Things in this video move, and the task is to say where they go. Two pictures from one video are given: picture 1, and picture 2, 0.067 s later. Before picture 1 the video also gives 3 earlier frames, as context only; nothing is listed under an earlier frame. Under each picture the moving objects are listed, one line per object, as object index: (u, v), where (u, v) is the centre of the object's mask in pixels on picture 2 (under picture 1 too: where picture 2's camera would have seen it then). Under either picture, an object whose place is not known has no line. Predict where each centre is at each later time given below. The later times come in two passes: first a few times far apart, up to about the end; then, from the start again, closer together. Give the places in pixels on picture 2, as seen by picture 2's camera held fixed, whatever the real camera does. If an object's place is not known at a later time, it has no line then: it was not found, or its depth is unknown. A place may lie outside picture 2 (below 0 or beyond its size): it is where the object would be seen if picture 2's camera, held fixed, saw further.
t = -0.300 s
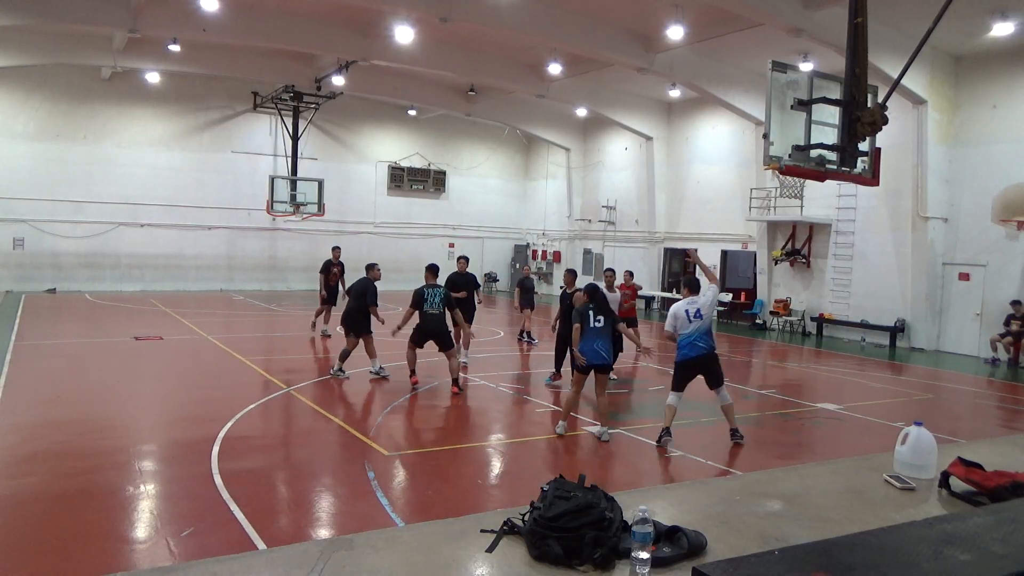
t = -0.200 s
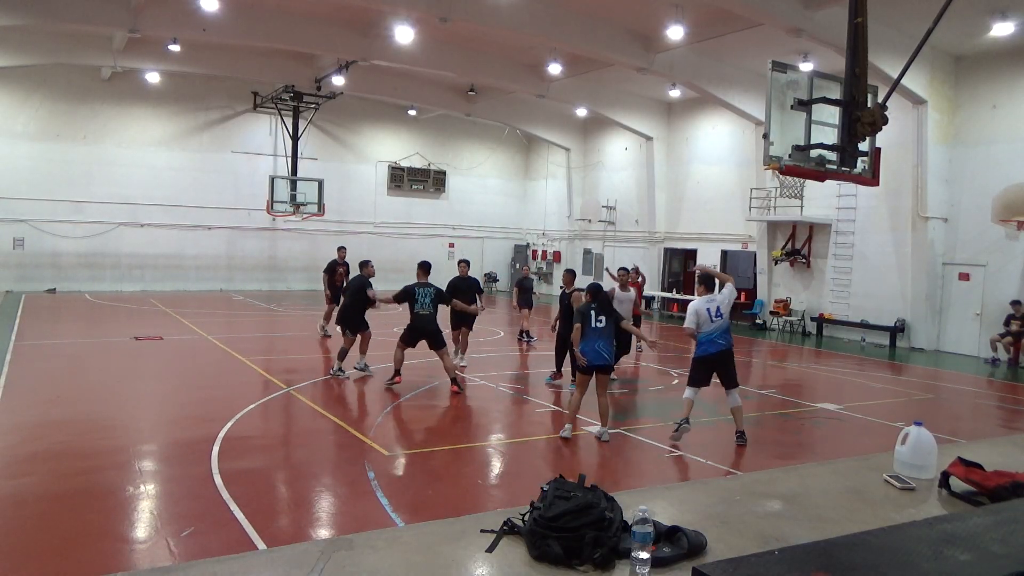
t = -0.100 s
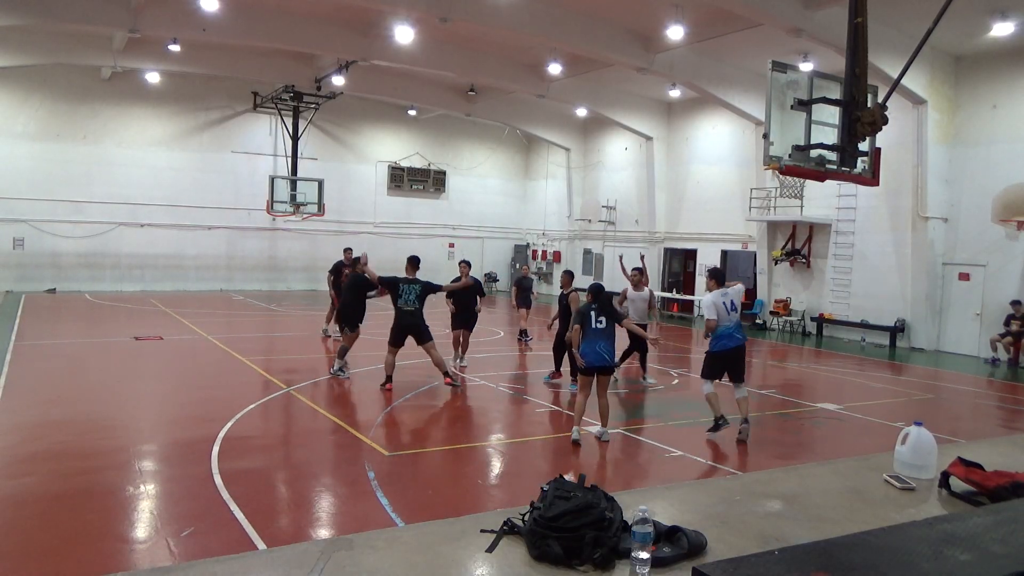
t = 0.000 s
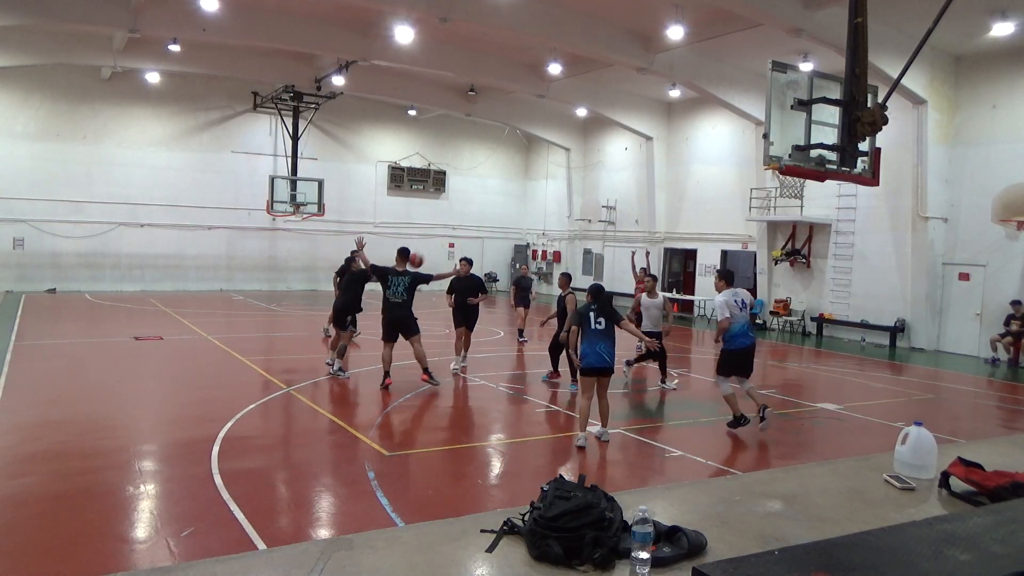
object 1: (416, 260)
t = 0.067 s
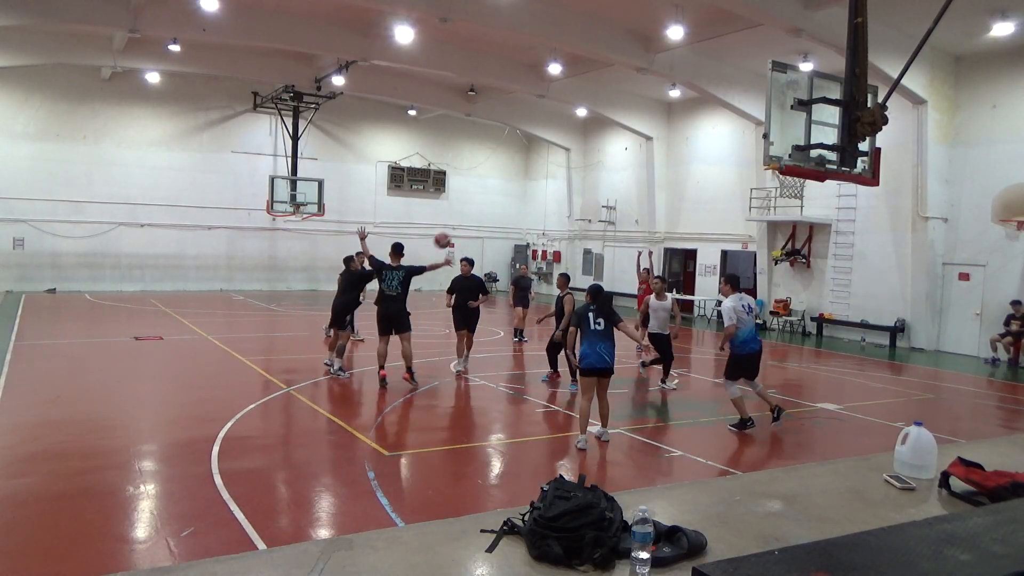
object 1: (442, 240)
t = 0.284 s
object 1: (541, 190)
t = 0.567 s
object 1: (702, 167)
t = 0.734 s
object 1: (771, 211)
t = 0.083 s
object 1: (449, 236)
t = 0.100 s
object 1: (456, 231)
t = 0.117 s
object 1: (463, 226)
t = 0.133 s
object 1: (470, 222)
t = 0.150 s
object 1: (478, 218)
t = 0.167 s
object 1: (485, 214)
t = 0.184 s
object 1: (493, 210)
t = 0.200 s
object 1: (500, 206)
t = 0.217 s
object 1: (509, 203)
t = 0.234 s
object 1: (517, 199)
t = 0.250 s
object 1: (524, 196)
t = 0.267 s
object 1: (533, 193)
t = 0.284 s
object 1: (541, 190)
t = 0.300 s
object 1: (550, 187)
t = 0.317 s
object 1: (558, 184)
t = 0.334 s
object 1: (567, 181)
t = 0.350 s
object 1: (575, 179)
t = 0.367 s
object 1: (584, 177)
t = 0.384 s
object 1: (593, 175)
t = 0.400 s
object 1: (602, 173)
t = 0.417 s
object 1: (612, 171)
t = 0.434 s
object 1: (621, 170)
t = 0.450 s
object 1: (630, 169)
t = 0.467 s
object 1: (640, 168)
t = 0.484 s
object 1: (651, 167)
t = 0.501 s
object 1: (660, 167)
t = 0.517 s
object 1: (670, 166)
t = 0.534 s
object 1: (681, 166)
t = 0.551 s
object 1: (691, 167)
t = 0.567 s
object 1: (702, 167)
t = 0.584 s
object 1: (713, 168)
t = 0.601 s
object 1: (725, 169)
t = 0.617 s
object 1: (735, 170)
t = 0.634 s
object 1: (747, 171)
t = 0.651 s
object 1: (758, 173)
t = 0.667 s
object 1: (765, 177)
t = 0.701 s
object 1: (768, 193)
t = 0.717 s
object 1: (770, 202)
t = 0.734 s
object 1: (771, 211)
